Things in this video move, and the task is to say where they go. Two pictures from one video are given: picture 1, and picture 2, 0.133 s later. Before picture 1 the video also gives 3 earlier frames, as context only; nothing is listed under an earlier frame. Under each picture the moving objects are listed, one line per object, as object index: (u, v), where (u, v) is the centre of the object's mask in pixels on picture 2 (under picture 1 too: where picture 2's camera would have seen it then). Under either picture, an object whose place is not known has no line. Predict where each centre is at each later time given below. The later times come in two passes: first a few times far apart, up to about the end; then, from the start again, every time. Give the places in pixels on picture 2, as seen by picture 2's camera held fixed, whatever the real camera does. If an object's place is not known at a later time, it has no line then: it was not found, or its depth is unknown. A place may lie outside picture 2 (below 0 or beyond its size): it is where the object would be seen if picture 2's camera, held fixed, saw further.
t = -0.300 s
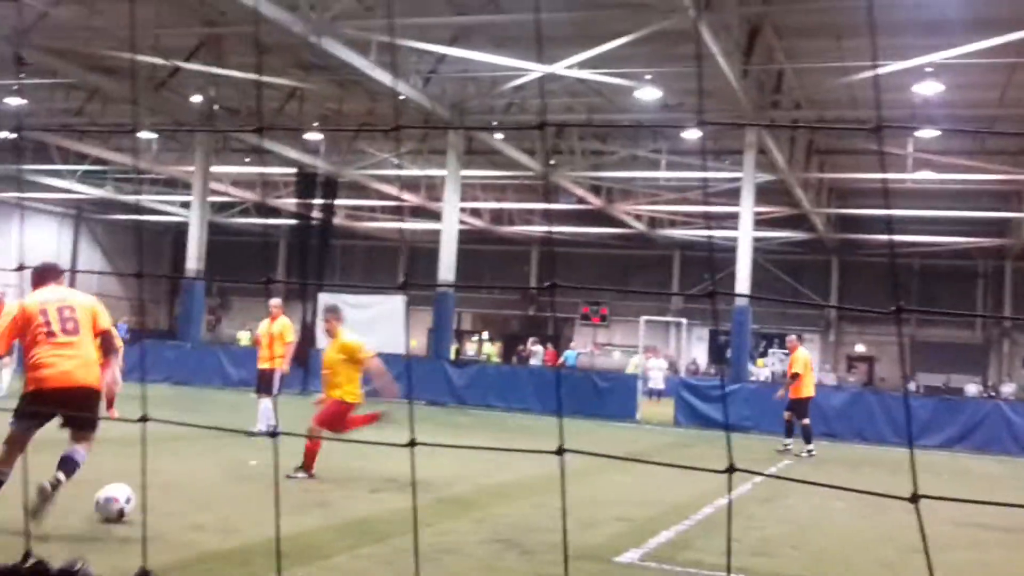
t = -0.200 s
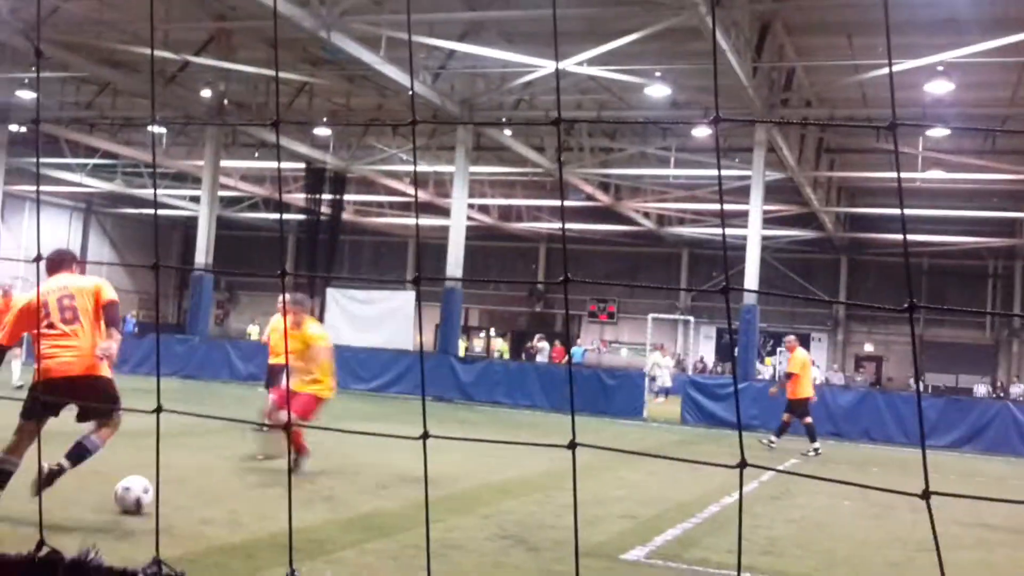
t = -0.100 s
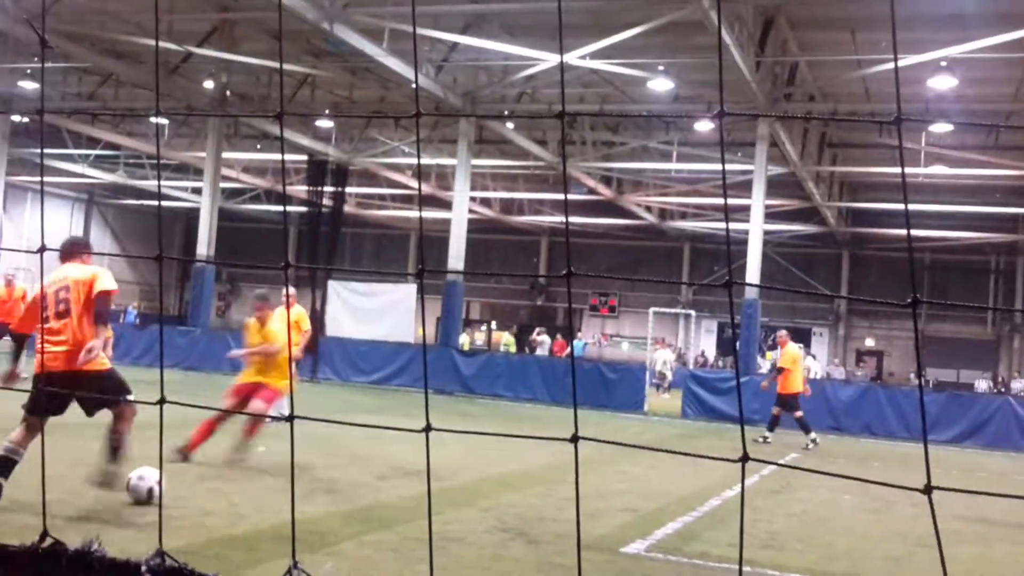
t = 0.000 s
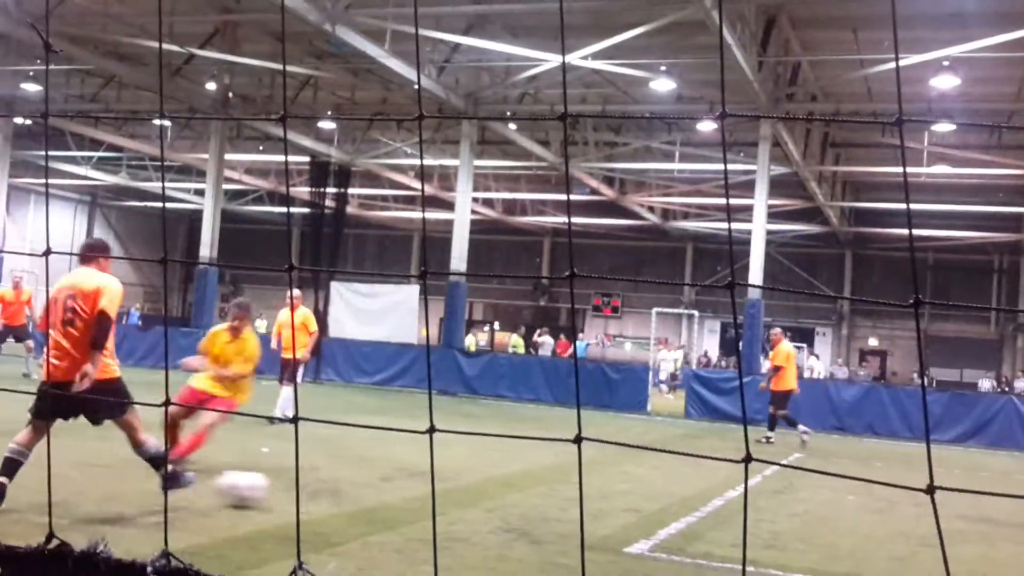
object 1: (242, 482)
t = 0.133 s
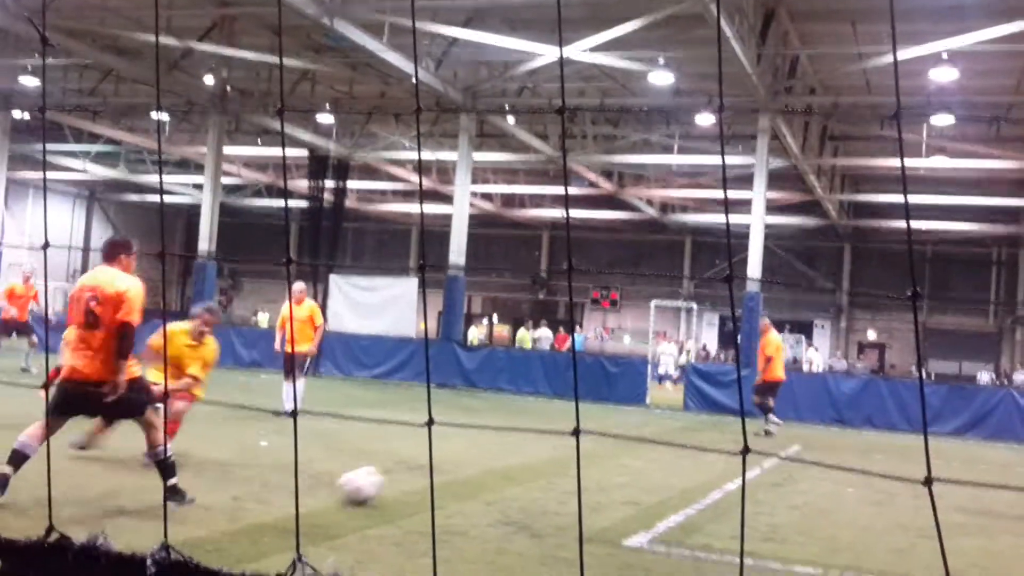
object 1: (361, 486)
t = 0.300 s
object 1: (476, 492)
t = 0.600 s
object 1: (637, 495)
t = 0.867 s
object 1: (766, 505)
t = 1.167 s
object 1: (904, 514)
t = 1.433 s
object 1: (1017, 521)
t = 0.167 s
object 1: (385, 484)
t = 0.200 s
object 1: (408, 482)
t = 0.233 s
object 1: (431, 484)
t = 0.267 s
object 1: (454, 487)
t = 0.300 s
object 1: (476, 492)
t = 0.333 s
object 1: (495, 494)
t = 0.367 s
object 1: (514, 490)
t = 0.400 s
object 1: (532, 489)
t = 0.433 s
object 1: (549, 489)
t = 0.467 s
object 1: (567, 491)
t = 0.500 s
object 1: (585, 495)
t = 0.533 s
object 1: (603, 498)
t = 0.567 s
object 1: (620, 495)
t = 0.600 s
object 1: (637, 495)
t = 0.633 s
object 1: (653, 494)
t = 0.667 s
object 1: (670, 496)
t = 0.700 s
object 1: (686, 501)
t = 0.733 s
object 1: (703, 505)
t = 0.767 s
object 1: (717, 504)
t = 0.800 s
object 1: (734, 503)
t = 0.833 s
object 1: (751, 503)
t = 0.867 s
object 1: (766, 505)
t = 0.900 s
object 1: (782, 509)
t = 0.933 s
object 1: (798, 508)
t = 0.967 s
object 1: (814, 507)
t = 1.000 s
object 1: (829, 507)
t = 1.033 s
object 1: (845, 510)
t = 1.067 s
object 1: (860, 513)
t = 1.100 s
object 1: (874, 513)
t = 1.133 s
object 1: (889, 513)
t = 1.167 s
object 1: (904, 514)
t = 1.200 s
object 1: (917, 515)
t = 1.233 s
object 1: (932, 516)
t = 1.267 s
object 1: (948, 516)
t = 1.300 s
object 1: (961, 517)
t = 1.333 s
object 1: (975, 518)
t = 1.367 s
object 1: (988, 518)
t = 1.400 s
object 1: (1002, 519)
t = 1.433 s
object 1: (1017, 521)
